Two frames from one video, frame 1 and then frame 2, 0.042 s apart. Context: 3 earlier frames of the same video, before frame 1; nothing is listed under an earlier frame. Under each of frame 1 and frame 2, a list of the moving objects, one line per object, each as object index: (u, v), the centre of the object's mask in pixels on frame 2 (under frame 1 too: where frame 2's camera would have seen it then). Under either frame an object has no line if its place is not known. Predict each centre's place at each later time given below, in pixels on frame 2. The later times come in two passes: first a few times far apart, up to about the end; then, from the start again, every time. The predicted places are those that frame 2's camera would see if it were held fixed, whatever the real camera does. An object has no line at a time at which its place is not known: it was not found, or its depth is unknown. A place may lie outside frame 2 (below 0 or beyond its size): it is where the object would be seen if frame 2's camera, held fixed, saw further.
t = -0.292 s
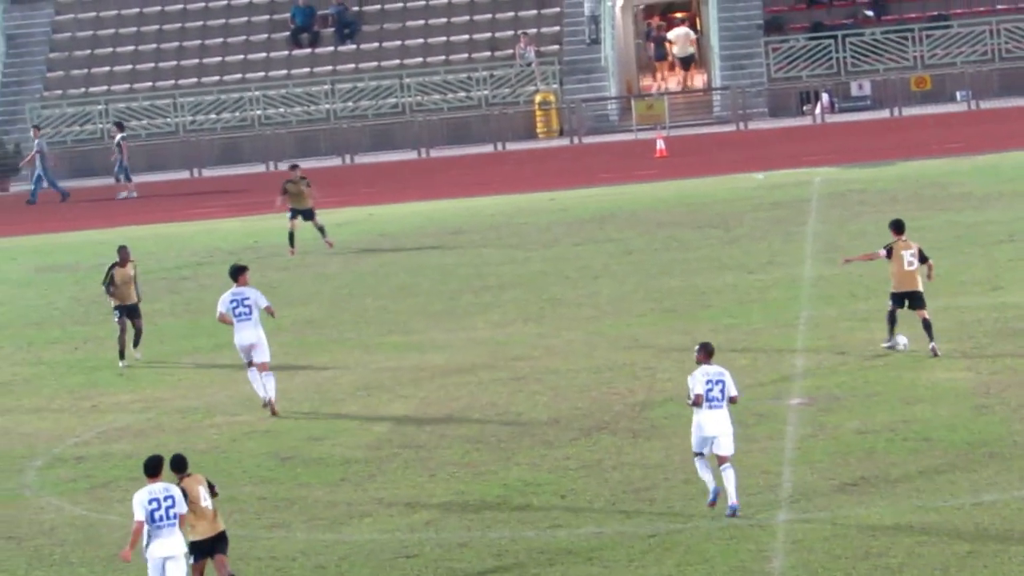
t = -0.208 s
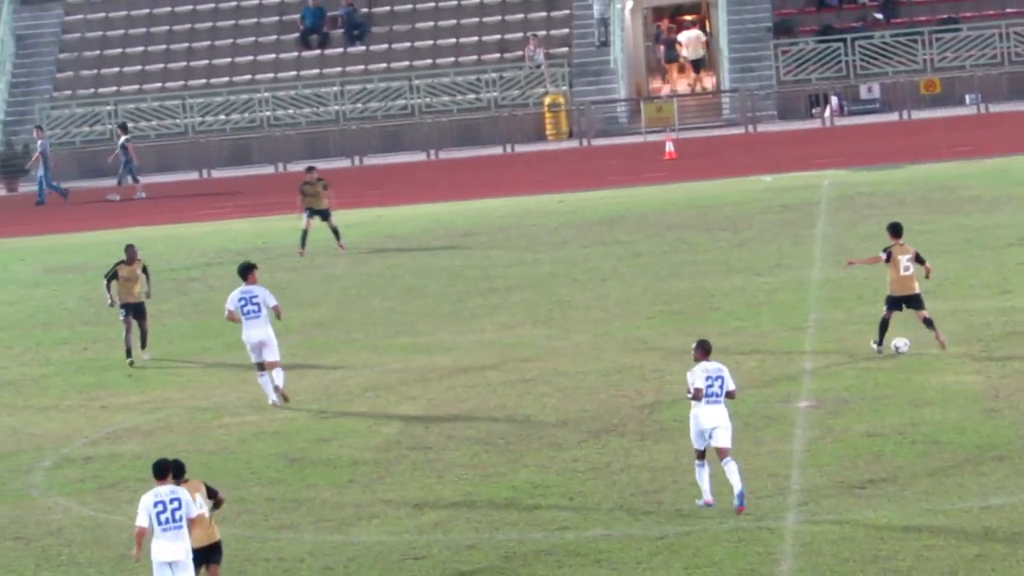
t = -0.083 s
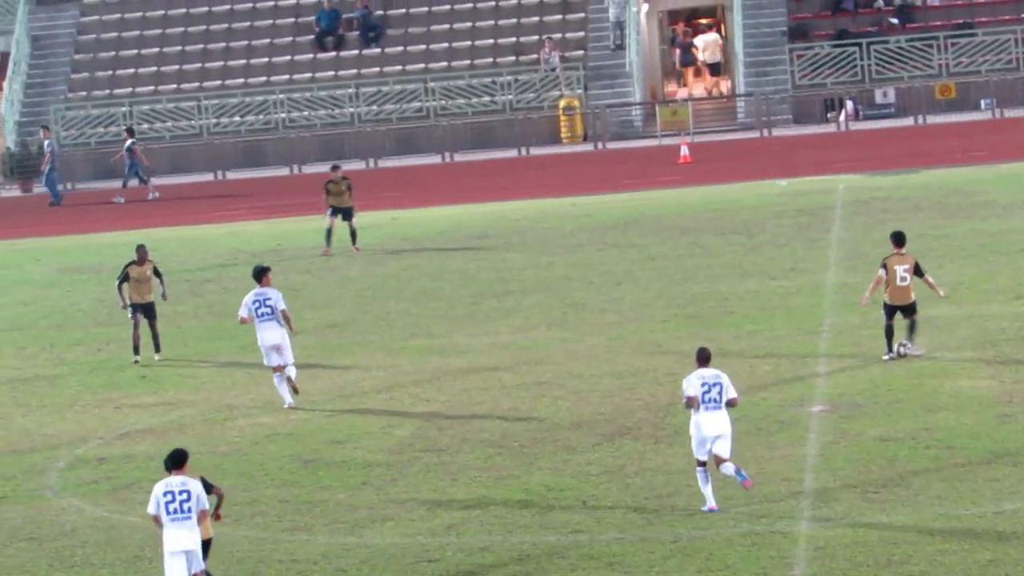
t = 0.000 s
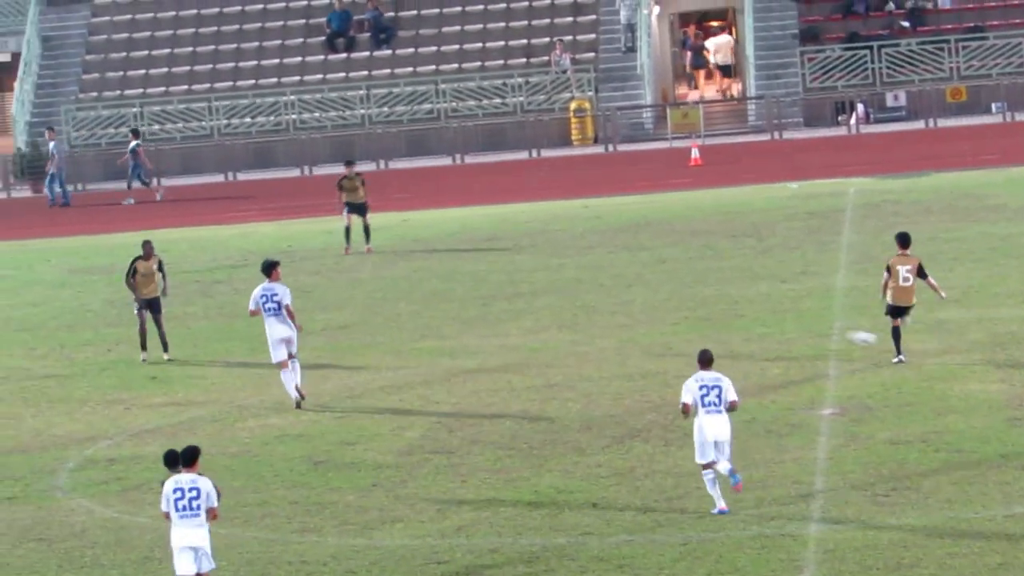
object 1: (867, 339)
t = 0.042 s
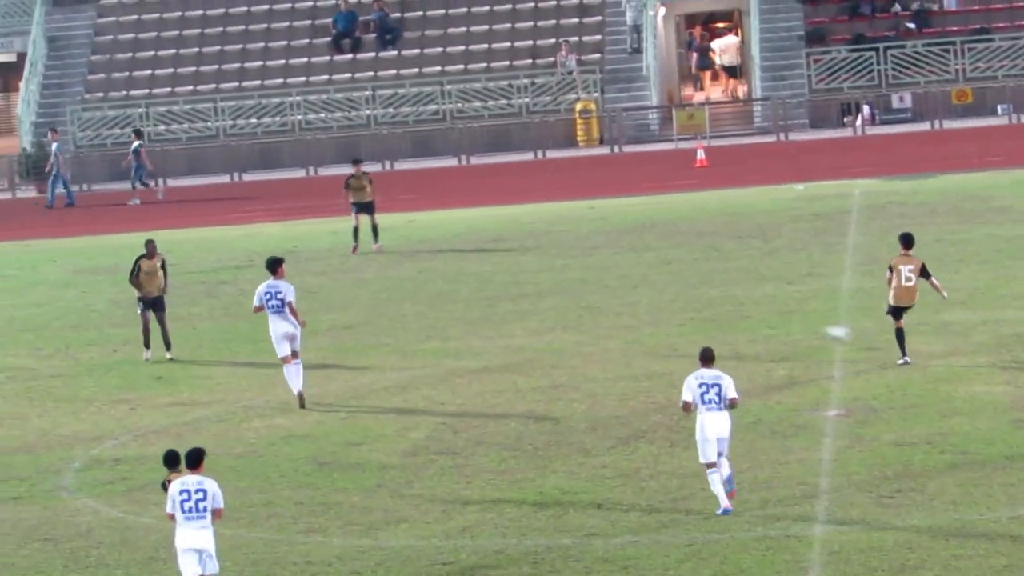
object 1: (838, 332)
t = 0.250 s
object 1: (695, 317)
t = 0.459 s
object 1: (570, 298)
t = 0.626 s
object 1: (483, 291)
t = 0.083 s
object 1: (806, 327)
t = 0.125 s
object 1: (779, 324)
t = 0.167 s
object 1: (749, 322)
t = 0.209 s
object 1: (721, 322)
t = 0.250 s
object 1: (695, 317)
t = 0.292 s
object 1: (670, 310)
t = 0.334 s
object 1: (644, 304)
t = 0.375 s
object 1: (618, 301)
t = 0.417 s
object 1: (593, 299)
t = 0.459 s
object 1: (570, 298)
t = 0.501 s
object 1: (547, 300)
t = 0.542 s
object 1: (525, 300)
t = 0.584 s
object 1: (503, 294)
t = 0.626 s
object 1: (483, 291)
